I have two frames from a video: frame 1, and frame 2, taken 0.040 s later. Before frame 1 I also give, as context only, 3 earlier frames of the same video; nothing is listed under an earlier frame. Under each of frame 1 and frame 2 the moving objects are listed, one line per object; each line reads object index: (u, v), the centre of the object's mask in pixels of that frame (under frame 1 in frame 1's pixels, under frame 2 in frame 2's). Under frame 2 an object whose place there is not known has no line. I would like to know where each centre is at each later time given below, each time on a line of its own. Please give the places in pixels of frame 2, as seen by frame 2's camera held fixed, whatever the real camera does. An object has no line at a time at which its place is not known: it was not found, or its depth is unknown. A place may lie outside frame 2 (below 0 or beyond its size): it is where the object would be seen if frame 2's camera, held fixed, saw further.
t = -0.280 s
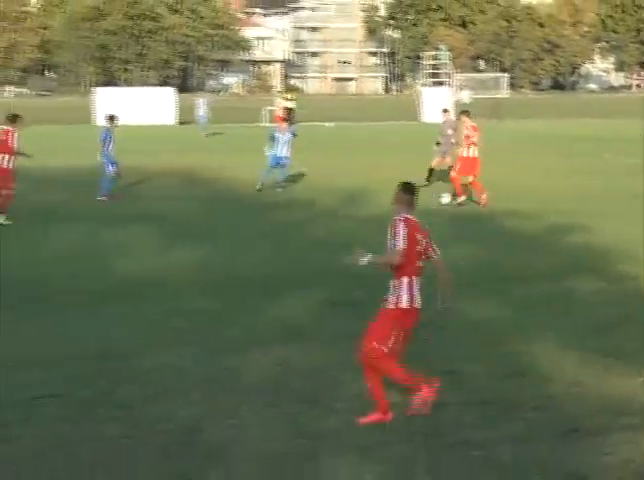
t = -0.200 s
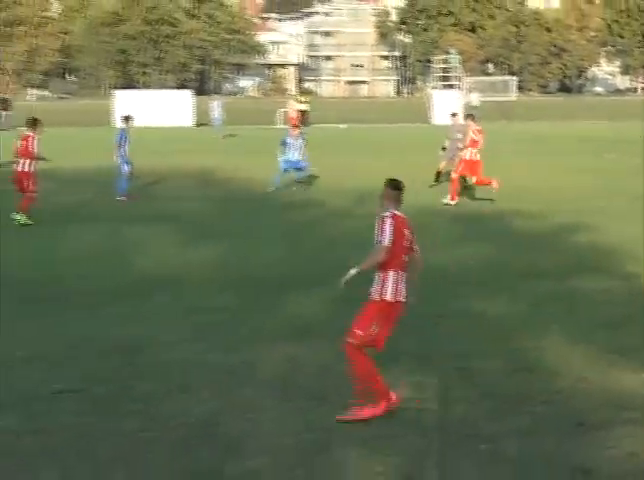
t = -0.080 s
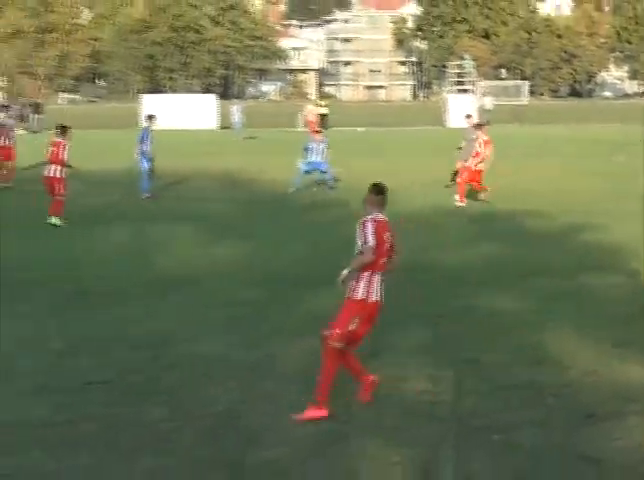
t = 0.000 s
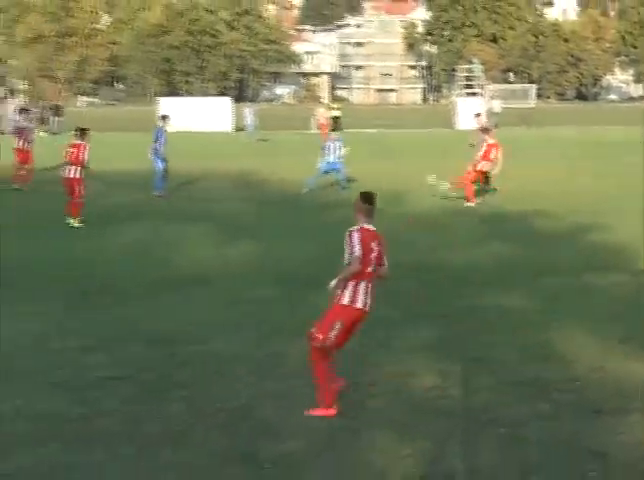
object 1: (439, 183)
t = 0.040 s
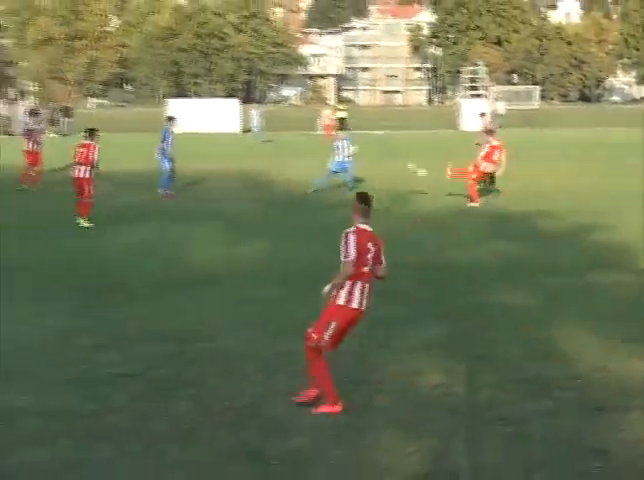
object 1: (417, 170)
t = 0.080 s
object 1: (392, 156)
